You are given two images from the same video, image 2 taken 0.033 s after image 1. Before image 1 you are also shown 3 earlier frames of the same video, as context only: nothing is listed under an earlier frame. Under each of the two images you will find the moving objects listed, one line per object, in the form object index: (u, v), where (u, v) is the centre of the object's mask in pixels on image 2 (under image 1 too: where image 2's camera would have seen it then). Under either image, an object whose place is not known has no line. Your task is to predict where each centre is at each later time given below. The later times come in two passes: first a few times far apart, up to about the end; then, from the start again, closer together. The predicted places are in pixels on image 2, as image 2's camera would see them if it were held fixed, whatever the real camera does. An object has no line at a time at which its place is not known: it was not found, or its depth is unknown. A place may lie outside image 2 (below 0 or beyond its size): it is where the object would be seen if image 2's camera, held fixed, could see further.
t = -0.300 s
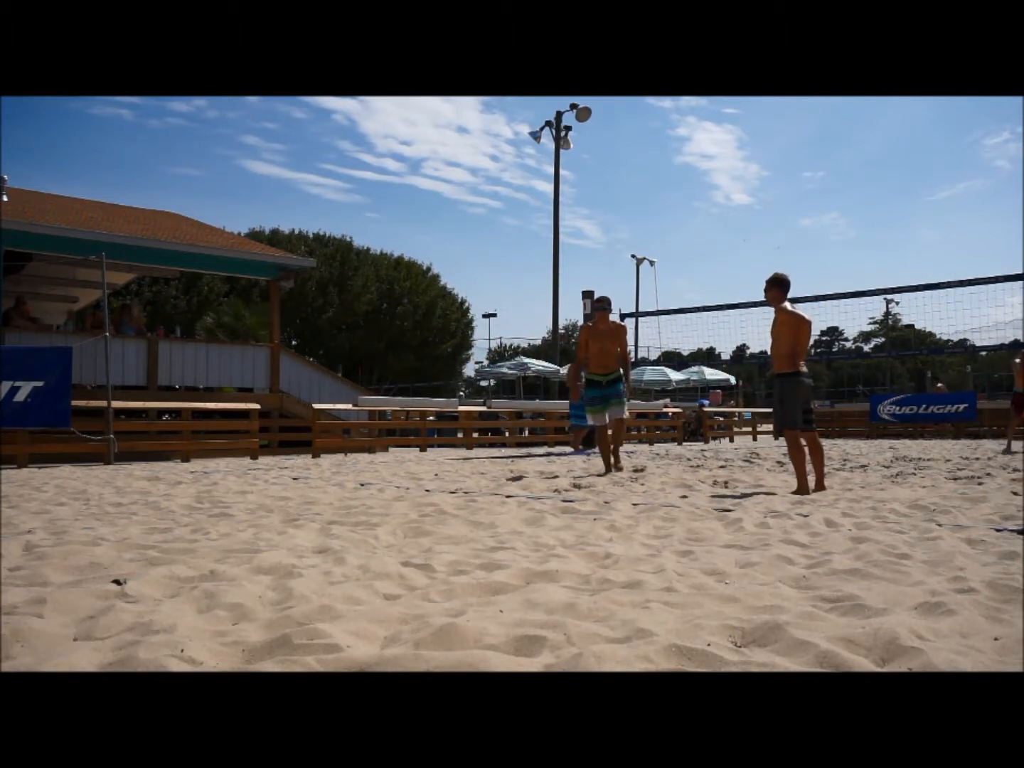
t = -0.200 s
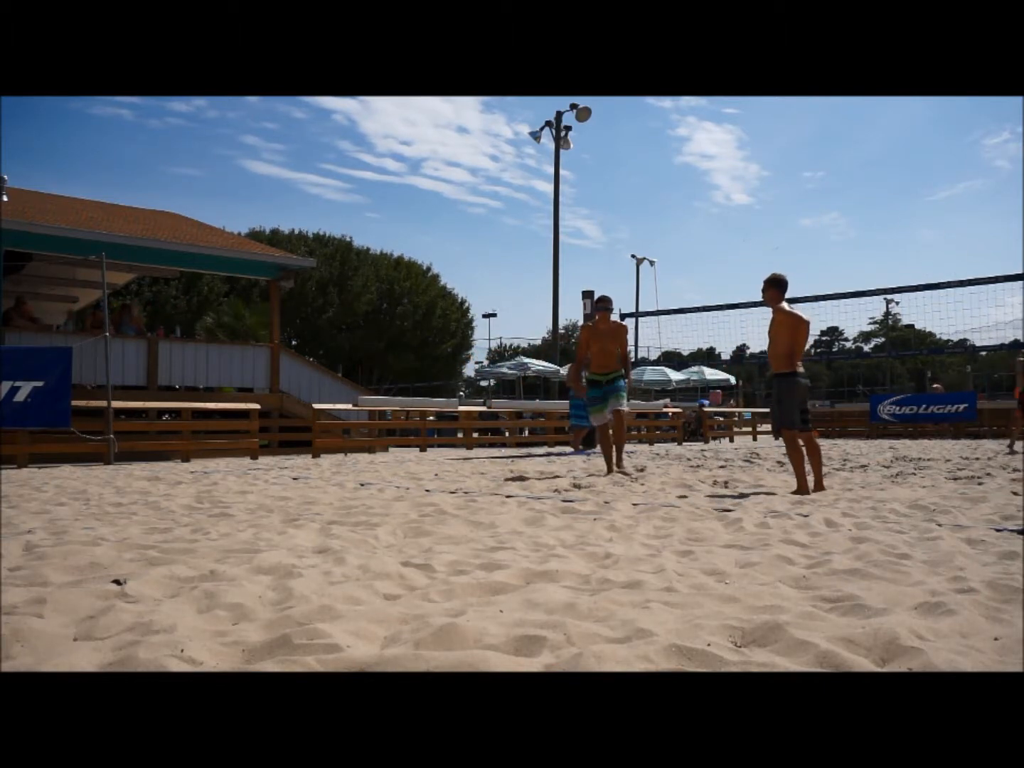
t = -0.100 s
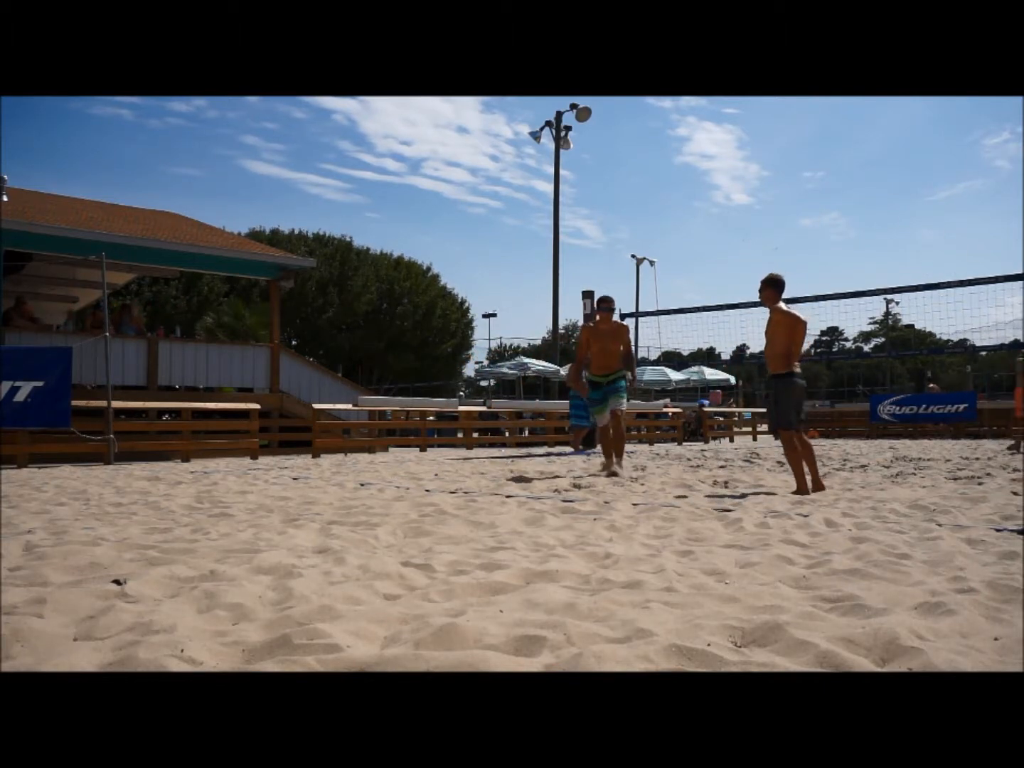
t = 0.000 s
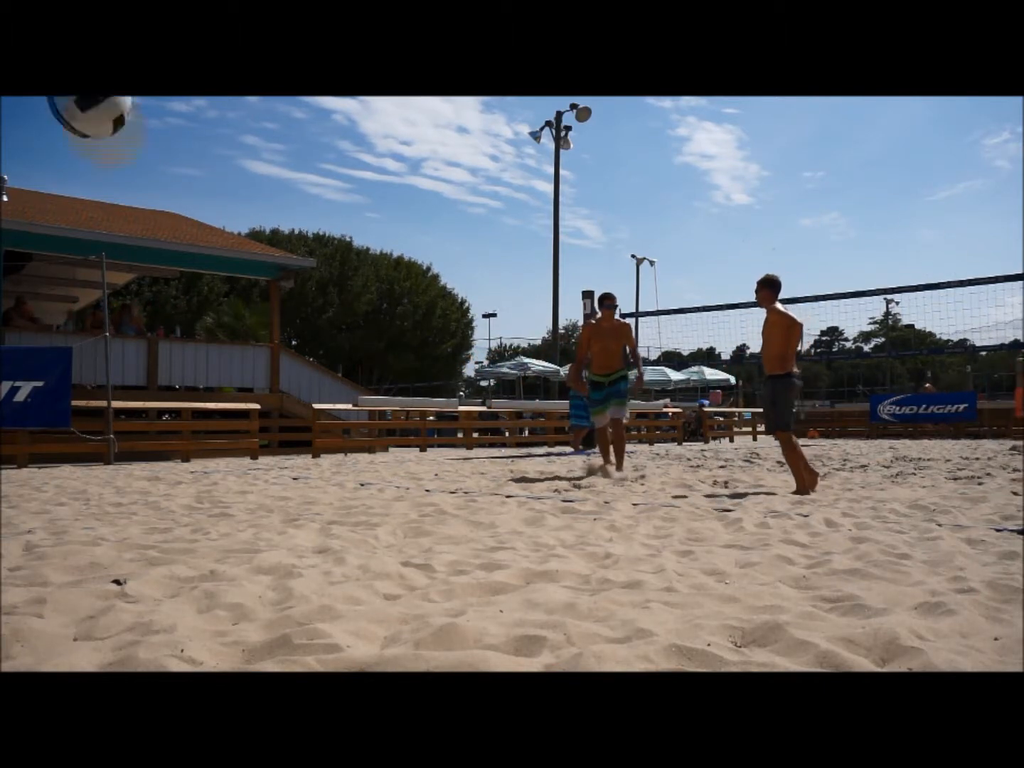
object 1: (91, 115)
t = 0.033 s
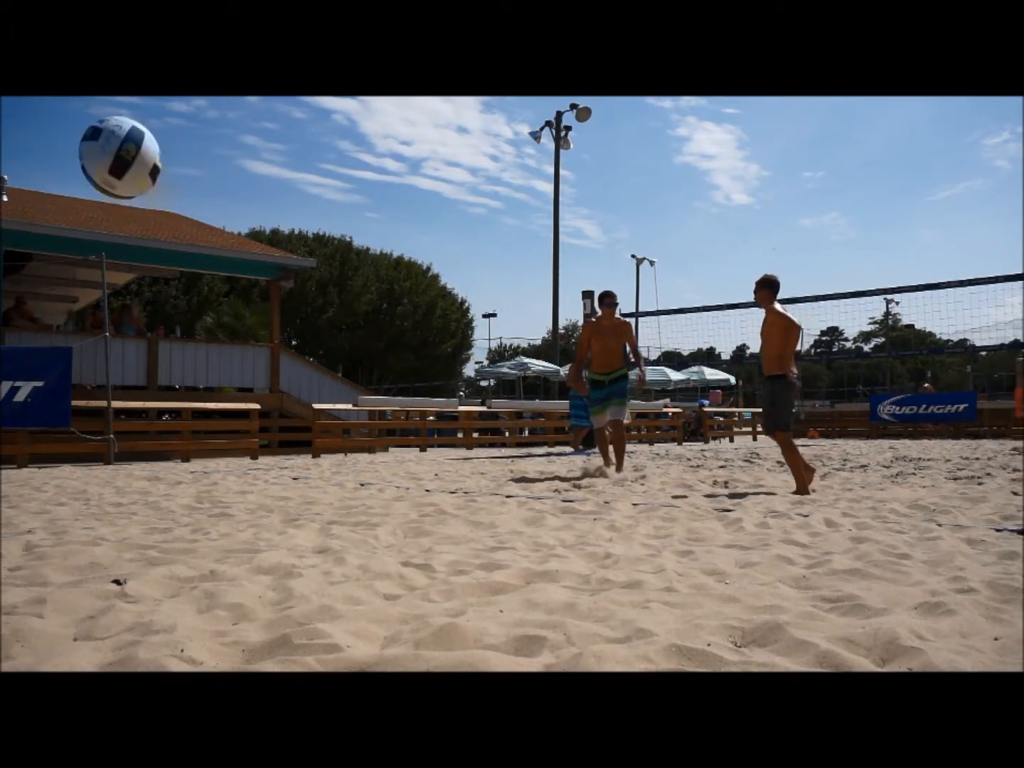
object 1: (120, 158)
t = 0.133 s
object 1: (208, 355)
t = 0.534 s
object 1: (226, 316)
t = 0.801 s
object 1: (154, 312)
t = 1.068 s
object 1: (60, 609)
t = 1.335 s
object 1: (45, 546)
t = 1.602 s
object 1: (42, 615)
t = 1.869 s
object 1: (41, 616)
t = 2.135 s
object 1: (42, 616)
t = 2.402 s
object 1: (42, 616)
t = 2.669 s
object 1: (41, 616)
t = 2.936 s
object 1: (41, 616)
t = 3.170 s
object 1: (41, 616)
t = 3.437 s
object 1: (41, 616)
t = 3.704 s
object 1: (41, 616)
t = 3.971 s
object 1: (41, 616)
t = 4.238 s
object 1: (41, 616)
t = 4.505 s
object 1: (41, 616)
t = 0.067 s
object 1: (150, 220)
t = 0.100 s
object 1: (179, 287)
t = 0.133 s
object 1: (208, 355)
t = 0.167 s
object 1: (235, 426)
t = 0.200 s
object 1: (262, 498)
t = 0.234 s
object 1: (288, 573)
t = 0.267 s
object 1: (285, 546)
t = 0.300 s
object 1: (278, 506)
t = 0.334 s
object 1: (271, 469)
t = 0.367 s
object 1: (264, 436)
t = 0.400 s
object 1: (258, 407)
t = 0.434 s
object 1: (251, 379)
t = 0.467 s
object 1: (242, 355)
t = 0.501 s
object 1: (234, 334)
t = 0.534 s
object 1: (226, 316)
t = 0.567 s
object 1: (217, 302)
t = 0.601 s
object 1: (209, 292)
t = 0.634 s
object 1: (201, 286)
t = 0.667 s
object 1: (192, 282)
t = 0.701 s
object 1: (183, 284)
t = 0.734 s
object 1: (174, 289)
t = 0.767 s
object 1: (164, 299)
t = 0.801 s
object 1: (154, 312)
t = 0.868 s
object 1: (133, 355)
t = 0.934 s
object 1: (110, 417)
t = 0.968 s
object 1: (98, 455)
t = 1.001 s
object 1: (86, 500)
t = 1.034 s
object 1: (73, 551)
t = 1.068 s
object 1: (60, 609)
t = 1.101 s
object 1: (56, 601)
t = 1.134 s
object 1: (55, 580)
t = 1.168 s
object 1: (53, 563)
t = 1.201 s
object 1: (51, 550)
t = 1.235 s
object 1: (49, 542)
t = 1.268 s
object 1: (48, 539)
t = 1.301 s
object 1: (46, 540)
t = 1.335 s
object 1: (45, 546)
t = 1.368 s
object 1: (44, 557)
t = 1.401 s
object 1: (43, 572)
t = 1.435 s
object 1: (41, 592)
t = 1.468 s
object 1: (40, 615)
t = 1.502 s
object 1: (40, 614)
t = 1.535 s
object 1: (40, 616)
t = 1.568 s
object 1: (40, 617)
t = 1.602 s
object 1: (42, 615)
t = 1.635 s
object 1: (42, 615)
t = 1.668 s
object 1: (42, 617)
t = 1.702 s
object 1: (42, 615)
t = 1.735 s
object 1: (42, 616)
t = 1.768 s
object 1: (41, 615)
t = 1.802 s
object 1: (41, 616)
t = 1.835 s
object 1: (41, 616)
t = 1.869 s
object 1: (41, 616)
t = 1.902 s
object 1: (41, 616)
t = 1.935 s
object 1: (41, 616)
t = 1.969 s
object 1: (42, 616)
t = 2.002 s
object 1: (42, 616)
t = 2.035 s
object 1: (42, 615)
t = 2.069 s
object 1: (42, 615)
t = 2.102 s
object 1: (42, 615)
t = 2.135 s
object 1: (42, 616)
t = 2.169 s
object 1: (41, 616)
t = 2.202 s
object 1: (41, 616)
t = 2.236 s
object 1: (42, 616)
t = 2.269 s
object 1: (42, 616)
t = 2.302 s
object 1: (42, 616)
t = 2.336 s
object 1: (42, 616)
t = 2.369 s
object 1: (42, 616)
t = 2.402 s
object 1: (42, 616)
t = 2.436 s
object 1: (41, 616)
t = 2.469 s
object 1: (41, 616)
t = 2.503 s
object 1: (41, 616)
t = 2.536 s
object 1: (41, 616)
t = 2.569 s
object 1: (41, 616)
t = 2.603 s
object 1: (41, 616)
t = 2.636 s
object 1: (42, 615)
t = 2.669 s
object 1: (41, 616)
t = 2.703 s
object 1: (42, 616)
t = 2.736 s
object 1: (41, 616)
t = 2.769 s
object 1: (41, 616)
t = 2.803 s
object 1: (41, 616)
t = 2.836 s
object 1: (41, 616)
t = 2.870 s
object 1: (41, 616)
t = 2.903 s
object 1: (41, 616)
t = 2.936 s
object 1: (41, 616)
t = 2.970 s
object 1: (41, 616)
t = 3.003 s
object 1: (41, 616)
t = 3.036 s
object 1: (41, 616)
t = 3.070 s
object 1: (42, 616)
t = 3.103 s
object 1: (41, 616)
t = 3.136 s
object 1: (42, 616)
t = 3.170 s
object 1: (41, 616)
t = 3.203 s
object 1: (41, 616)
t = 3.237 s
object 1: (41, 616)
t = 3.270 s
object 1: (42, 616)
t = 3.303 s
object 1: (41, 616)
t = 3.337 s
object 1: (42, 616)
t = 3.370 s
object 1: (42, 616)
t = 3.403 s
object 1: (41, 616)
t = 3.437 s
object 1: (41, 616)
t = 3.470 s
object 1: (41, 616)
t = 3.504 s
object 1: (41, 616)
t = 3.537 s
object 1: (42, 616)
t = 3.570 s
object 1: (42, 616)
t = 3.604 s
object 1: (42, 616)
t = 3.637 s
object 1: (41, 616)
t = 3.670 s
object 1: (41, 616)
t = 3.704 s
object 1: (41, 616)
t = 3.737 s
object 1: (41, 616)
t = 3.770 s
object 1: (41, 616)
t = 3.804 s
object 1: (41, 616)
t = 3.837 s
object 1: (41, 616)
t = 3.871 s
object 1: (41, 616)
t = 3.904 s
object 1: (41, 616)
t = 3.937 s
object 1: (41, 616)
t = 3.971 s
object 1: (41, 616)
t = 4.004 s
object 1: (41, 615)
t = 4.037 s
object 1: (41, 616)
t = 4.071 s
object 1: (41, 615)
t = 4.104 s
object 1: (41, 616)
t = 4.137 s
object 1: (41, 616)
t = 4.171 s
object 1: (41, 616)
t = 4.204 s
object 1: (41, 616)
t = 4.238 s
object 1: (41, 616)
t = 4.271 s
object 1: (41, 616)
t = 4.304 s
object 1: (41, 616)
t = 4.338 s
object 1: (41, 616)
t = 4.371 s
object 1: (41, 616)
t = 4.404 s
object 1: (41, 615)
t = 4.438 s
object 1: (41, 616)
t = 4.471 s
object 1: (41, 616)
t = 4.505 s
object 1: (41, 616)
